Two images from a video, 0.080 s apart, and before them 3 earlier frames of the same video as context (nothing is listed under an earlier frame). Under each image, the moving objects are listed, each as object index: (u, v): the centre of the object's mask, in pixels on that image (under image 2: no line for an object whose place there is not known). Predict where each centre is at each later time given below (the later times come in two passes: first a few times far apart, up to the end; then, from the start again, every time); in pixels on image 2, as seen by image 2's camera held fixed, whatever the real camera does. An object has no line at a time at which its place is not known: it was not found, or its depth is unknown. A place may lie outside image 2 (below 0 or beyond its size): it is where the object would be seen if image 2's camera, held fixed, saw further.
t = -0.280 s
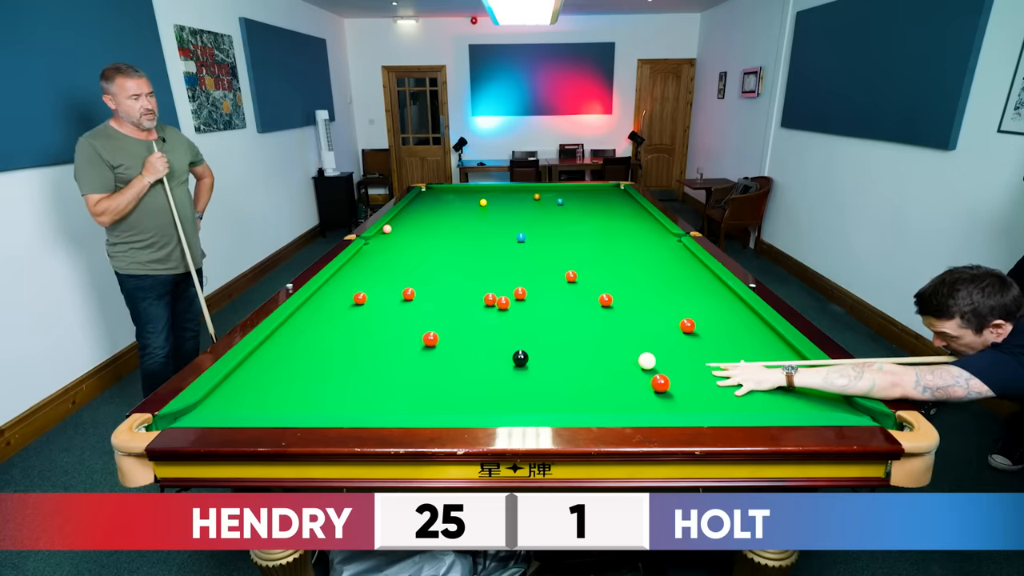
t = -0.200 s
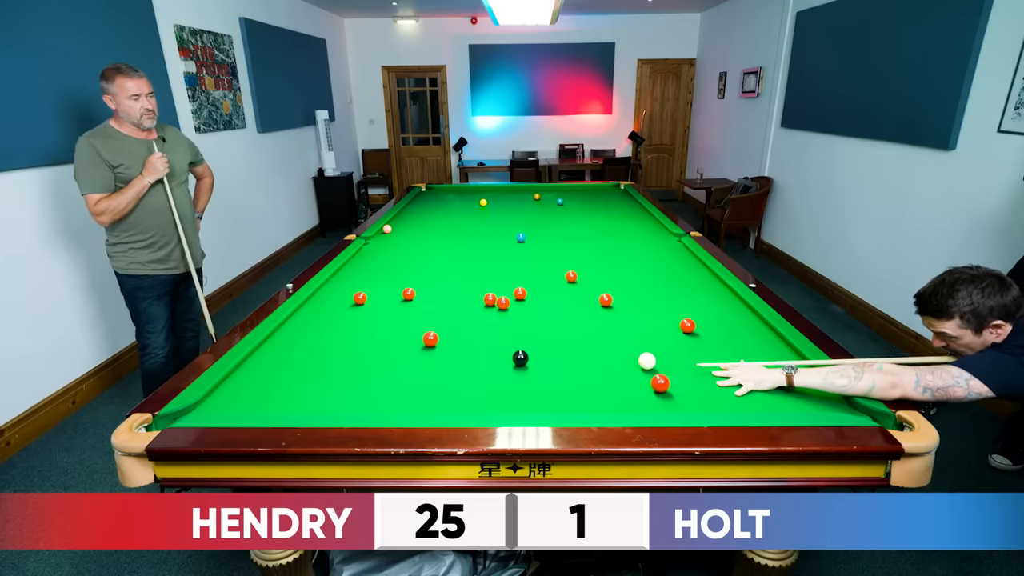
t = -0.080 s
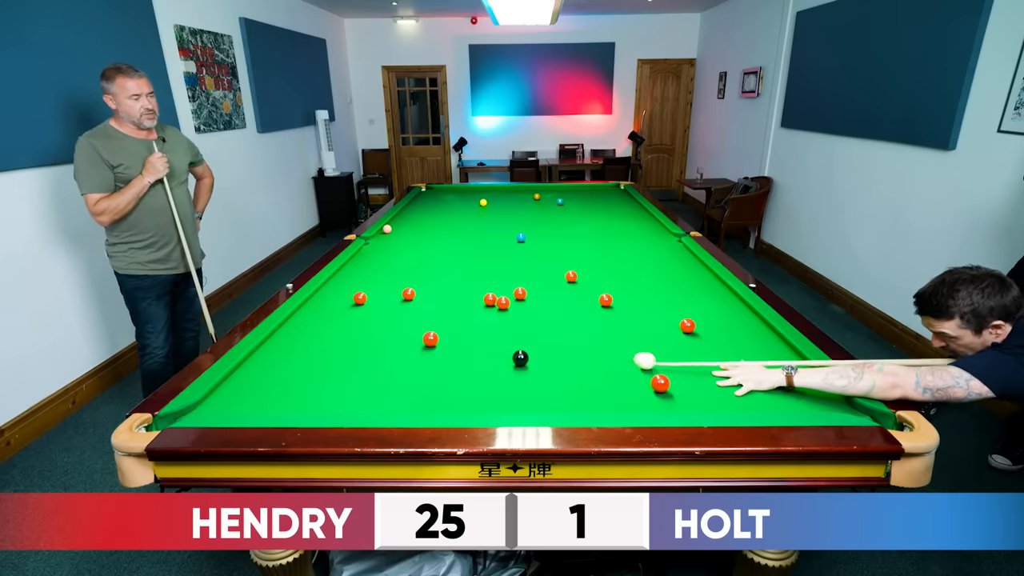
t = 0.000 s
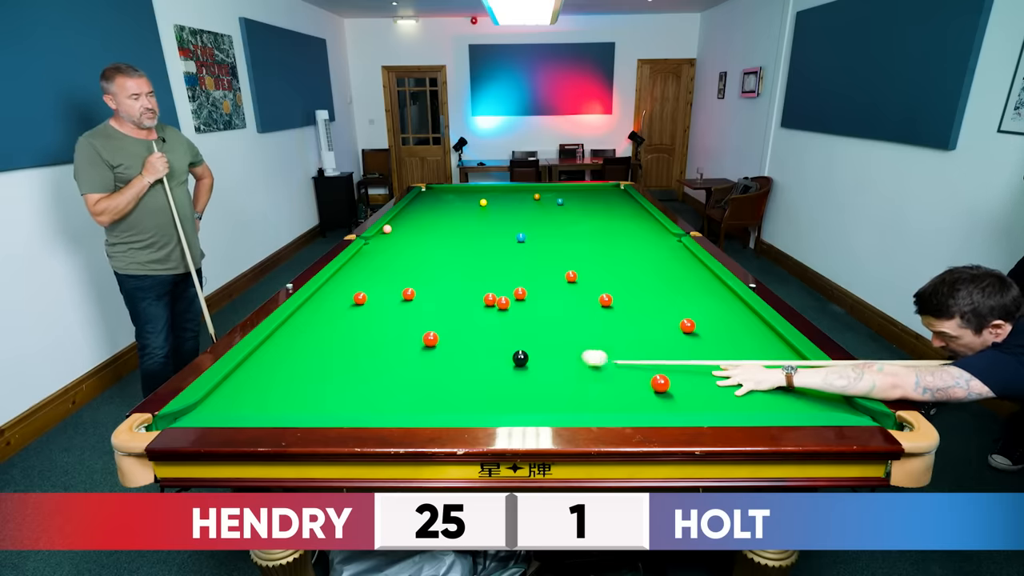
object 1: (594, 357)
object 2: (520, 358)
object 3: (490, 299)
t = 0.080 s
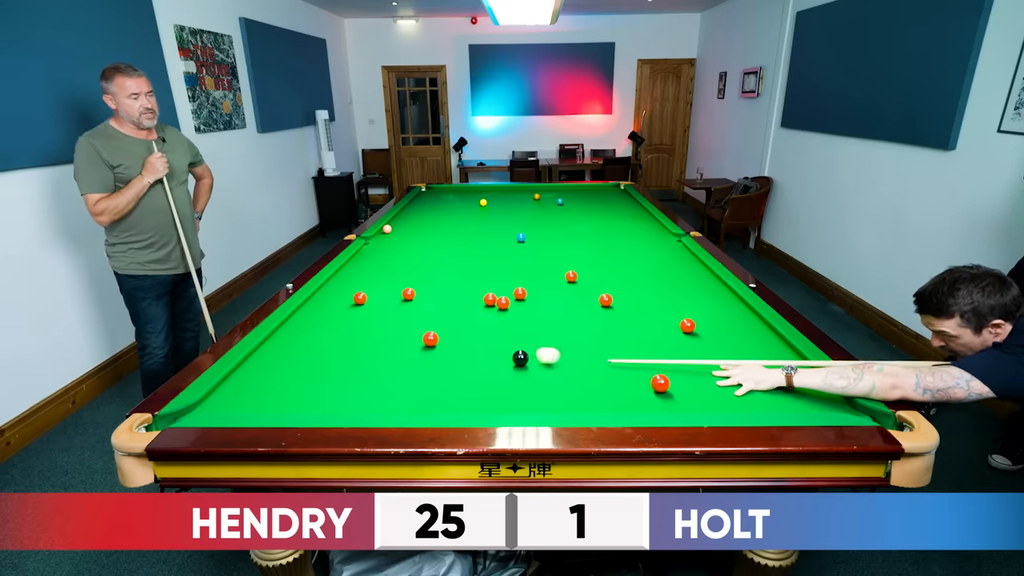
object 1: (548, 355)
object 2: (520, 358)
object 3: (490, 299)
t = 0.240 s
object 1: (527, 344)
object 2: (463, 368)
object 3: (490, 299)
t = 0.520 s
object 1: (521, 330)
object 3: (490, 299)
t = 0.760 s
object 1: (517, 319)
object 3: (490, 299)
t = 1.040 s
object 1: (513, 309)
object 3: (490, 299)
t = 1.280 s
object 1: (516, 304)
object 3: (487, 298)
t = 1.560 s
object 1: (522, 300)
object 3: (481, 297)
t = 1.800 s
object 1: (527, 297)
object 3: (477, 296)
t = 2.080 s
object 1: (533, 295)
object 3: (474, 295)
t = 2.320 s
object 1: (538, 294)
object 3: (472, 294)
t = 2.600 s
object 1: (541, 293)
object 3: (471, 294)
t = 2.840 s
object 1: (544, 293)
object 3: (471, 294)
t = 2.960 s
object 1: (545, 293)
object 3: (471, 294)
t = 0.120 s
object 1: (534, 353)
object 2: (512, 359)
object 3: (490, 299)
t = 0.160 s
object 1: (531, 350)
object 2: (495, 362)
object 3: (490, 299)
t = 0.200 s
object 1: (529, 347)
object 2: (478, 365)
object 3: (490, 299)
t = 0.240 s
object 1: (527, 344)
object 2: (463, 368)
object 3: (490, 299)
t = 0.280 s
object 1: (526, 342)
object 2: (448, 370)
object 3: (490, 299)
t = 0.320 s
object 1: (525, 340)
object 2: (434, 372)
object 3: (490, 299)
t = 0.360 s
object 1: (525, 338)
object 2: (419, 375)
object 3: (490, 299)
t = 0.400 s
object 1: (524, 336)
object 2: (404, 377)
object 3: (490, 299)
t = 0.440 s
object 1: (523, 334)
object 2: (389, 380)
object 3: (490, 299)
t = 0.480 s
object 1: (522, 332)
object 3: (490, 299)
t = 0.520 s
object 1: (521, 330)
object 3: (490, 299)
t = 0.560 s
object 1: (521, 328)
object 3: (490, 299)
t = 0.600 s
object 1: (520, 326)
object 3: (490, 299)
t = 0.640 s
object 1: (519, 324)
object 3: (490, 299)
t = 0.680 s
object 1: (518, 323)
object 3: (490, 299)
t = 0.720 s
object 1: (518, 321)
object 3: (490, 299)
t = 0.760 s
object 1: (517, 319)
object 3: (490, 299)
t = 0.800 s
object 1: (516, 318)
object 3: (490, 299)
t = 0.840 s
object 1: (516, 316)
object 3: (490, 299)
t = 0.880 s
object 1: (515, 315)
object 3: (490, 299)
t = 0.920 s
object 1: (514, 313)
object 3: (490, 299)
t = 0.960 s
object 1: (514, 312)
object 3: (490, 299)
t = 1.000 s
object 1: (513, 310)
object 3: (490, 299)
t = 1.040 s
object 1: (513, 309)
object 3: (490, 299)
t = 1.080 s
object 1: (512, 307)
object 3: (490, 299)
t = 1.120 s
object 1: (512, 307)
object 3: (489, 299)
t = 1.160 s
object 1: (513, 306)
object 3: (489, 299)
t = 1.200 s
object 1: (514, 305)
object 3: (488, 299)
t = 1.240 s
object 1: (515, 304)
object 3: (488, 298)
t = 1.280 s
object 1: (516, 304)
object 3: (487, 298)
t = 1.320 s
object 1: (517, 303)
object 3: (486, 298)
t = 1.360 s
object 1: (518, 302)
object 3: (485, 297)
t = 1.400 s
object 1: (519, 302)
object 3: (484, 297)
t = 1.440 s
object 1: (520, 301)
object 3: (483, 297)
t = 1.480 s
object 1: (520, 301)
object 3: (483, 297)
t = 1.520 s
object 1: (521, 300)
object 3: (482, 297)
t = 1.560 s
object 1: (522, 300)
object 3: (481, 297)
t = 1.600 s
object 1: (523, 299)
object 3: (481, 296)
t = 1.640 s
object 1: (524, 298)
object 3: (480, 296)
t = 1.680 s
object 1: (524, 298)
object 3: (479, 296)
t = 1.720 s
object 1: (525, 298)
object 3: (479, 296)
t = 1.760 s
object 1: (526, 297)
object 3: (478, 296)
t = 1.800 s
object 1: (527, 297)
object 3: (477, 296)
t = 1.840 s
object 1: (528, 297)
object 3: (477, 296)
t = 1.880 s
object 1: (529, 296)
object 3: (477, 295)
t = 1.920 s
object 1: (530, 296)
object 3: (476, 295)
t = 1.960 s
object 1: (531, 296)
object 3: (476, 295)
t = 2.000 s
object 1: (532, 296)
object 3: (475, 295)
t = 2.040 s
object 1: (532, 296)
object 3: (475, 295)
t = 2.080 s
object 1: (533, 295)
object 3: (474, 295)
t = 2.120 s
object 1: (534, 295)
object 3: (474, 295)
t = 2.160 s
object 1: (535, 295)
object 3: (474, 294)
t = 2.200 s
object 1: (536, 295)
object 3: (473, 294)
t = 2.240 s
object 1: (536, 295)
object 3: (473, 294)
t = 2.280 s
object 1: (537, 294)
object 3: (473, 294)
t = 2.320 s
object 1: (538, 294)
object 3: (472, 294)
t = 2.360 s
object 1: (538, 294)
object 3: (472, 294)
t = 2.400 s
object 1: (539, 294)
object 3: (472, 294)
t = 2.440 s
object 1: (539, 294)
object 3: (472, 294)
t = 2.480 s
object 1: (540, 294)
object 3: (472, 294)
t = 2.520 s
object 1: (540, 294)
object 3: (472, 294)
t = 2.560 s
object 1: (541, 293)
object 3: (472, 294)
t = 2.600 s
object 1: (541, 293)
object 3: (471, 294)
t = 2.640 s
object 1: (542, 293)
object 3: (471, 294)
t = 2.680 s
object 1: (542, 293)
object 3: (471, 294)
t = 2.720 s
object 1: (543, 293)
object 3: (471, 294)
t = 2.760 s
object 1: (543, 293)
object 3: (471, 294)
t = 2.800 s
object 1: (544, 293)
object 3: (471, 294)
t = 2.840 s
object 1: (544, 293)
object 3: (471, 294)
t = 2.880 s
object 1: (544, 293)
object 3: (471, 294)
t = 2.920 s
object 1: (544, 293)
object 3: (471, 294)
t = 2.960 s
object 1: (545, 293)
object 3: (471, 294)
